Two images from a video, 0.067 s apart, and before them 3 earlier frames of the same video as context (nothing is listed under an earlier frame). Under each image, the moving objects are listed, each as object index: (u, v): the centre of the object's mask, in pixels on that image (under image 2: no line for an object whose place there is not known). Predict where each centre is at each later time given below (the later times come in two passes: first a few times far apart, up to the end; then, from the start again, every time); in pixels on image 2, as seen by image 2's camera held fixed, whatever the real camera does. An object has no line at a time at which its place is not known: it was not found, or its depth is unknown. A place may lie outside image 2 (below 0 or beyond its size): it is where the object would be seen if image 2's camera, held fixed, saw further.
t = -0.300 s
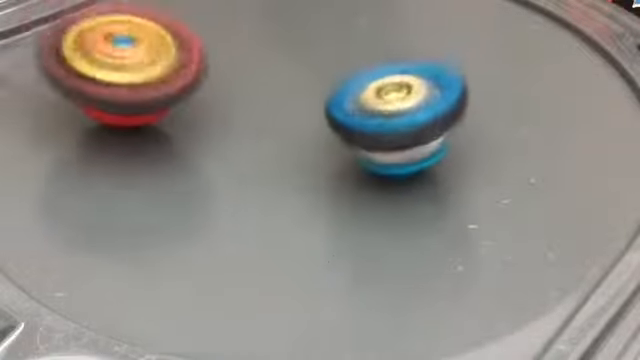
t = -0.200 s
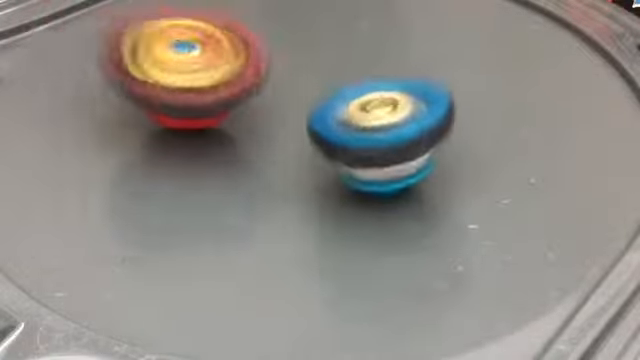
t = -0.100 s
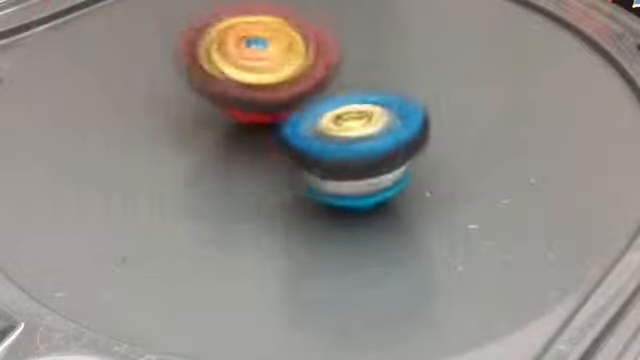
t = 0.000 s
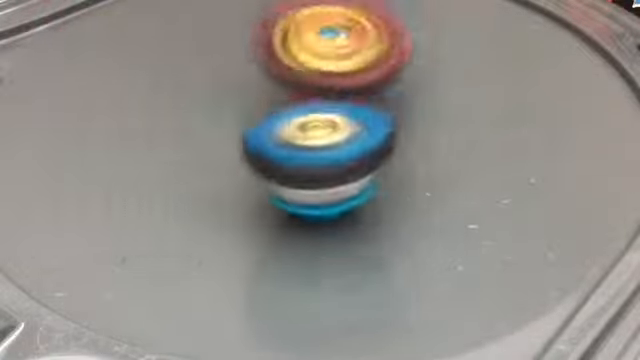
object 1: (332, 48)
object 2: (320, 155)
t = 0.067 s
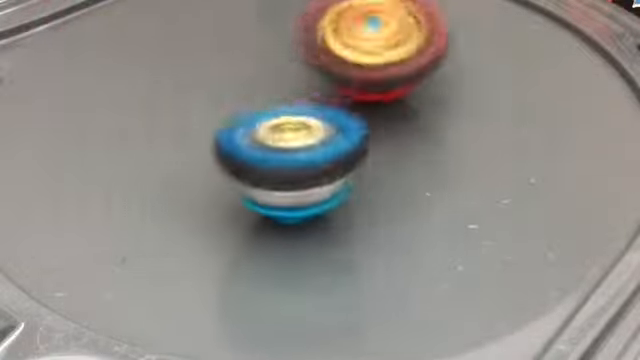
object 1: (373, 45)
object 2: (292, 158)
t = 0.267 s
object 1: (449, 30)
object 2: (218, 148)
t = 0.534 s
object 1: (420, 43)
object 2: (183, 108)
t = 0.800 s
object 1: (325, 132)
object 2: (212, 65)
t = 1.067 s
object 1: (249, 209)
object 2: (284, 50)
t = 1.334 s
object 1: (257, 171)
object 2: (355, 62)
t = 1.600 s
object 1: (155, 87)
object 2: (476, 64)
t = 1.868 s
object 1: (103, 47)
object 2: (487, 90)
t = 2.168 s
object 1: (239, 52)
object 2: (390, 133)
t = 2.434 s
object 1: (353, 21)
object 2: (296, 163)
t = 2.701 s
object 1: (381, 24)
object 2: (216, 117)
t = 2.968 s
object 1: (378, 92)
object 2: (228, 62)
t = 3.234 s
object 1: (324, 193)
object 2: (292, 39)
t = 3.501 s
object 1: (253, 200)
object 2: (360, 49)
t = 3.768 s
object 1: (218, 109)
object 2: (388, 99)
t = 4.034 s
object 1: (230, 34)
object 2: (326, 149)
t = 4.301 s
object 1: (275, 26)
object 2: (219, 148)
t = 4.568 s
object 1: (360, 58)
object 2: (182, 102)
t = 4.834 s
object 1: (430, 134)
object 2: (235, 65)
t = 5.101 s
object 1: (379, 168)
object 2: (322, 61)
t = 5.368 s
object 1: (218, 146)
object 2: (402, 86)
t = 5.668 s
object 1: (133, 77)
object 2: (411, 126)
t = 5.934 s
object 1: (213, 45)
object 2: (324, 146)
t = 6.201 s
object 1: (353, 45)
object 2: (242, 115)
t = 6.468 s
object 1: (461, 72)
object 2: (244, 67)
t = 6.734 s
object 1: (418, 127)
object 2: (300, 48)
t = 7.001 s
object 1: (246, 148)
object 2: (360, 72)
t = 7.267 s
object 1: (135, 106)
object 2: (353, 116)
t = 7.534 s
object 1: (184, 56)
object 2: (287, 142)
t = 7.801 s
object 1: (292, 36)
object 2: (241, 127)
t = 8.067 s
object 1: (404, 49)
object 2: (245, 91)
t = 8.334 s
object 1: (436, 112)
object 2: (297, 74)
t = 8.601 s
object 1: (354, 192)
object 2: (337, 74)
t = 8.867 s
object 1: (209, 173)
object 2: (347, 99)
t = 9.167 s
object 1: (165, 62)
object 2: (346, 111)
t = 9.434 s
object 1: (260, 27)
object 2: (329, 112)
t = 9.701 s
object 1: (402, 35)
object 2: (291, 126)
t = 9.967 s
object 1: (481, 68)
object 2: (256, 130)
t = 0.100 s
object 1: (393, 42)
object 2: (279, 158)
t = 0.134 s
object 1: (409, 39)
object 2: (265, 158)
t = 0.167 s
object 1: (423, 36)
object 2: (251, 156)
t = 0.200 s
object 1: (434, 33)
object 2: (239, 154)
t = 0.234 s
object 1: (443, 32)
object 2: (229, 152)
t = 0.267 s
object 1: (449, 30)
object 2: (218, 148)
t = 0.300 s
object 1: (453, 29)
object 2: (210, 144)
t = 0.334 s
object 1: (453, 29)
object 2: (203, 140)
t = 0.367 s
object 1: (453, 29)
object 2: (197, 135)
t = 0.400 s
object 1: (450, 30)
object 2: (191, 130)
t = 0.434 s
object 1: (443, 32)
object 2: (188, 125)
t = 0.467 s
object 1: (436, 35)
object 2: (185, 119)
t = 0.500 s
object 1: (429, 38)
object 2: (183, 114)
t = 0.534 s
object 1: (420, 43)
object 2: (183, 108)
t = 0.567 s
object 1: (410, 49)
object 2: (184, 102)
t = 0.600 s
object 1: (399, 58)
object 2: (186, 96)
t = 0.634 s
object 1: (388, 69)
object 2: (189, 91)
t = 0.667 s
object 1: (375, 80)
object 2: (192, 84)
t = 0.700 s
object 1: (363, 93)
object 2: (196, 80)
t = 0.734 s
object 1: (350, 105)
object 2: (201, 75)
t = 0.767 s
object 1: (336, 119)
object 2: (206, 70)
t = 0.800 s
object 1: (325, 132)
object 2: (212, 65)
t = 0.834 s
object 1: (309, 146)
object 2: (220, 60)
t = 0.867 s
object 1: (295, 158)
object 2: (228, 57)
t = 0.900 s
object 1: (283, 170)
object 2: (238, 56)
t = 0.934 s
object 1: (272, 180)
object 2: (247, 54)
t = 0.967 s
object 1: (264, 190)
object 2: (257, 53)
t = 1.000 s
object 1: (257, 198)
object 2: (265, 51)
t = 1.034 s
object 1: (251, 205)
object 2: (275, 50)
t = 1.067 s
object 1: (249, 209)
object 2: (284, 50)
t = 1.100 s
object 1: (247, 212)
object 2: (294, 50)
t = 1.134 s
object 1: (246, 212)
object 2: (303, 51)
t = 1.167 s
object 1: (247, 211)
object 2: (313, 51)
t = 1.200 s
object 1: (249, 207)
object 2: (322, 53)
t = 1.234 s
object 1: (252, 201)
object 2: (331, 54)
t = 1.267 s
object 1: (254, 193)
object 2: (340, 57)
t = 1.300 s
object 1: (256, 182)
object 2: (348, 59)
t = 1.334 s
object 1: (257, 171)
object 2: (355, 62)
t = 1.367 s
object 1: (257, 160)
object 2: (364, 66)
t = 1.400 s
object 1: (255, 147)
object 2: (370, 69)
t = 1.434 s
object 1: (250, 133)
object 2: (376, 74)
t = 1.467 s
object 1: (244, 122)
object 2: (383, 78)
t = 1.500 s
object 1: (216, 114)
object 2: (415, 75)
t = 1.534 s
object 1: (193, 104)
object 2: (443, 69)
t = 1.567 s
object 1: (174, 96)
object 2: (463, 66)
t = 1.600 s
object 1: (155, 87)
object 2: (476, 64)
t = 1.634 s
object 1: (140, 79)
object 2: (483, 64)
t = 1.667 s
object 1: (127, 72)
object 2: (488, 65)
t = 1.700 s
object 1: (117, 67)
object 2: (492, 68)
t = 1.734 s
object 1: (110, 60)
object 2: (494, 72)
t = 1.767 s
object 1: (102, 53)
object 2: (495, 76)
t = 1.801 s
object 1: (100, 50)
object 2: (494, 80)
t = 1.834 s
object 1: (99, 49)
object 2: (491, 85)
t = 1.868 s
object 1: (103, 47)
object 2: (487, 90)
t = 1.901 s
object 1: (108, 46)
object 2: (481, 96)
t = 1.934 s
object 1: (115, 47)
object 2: (474, 101)
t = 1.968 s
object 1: (126, 48)
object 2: (465, 107)
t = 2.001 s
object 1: (141, 49)
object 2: (456, 112)
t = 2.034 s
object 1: (157, 49)
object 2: (444, 117)
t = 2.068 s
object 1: (176, 51)
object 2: (432, 122)
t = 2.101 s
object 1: (195, 52)
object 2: (418, 126)
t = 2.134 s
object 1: (217, 52)
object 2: (404, 129)
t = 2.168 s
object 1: (239, 52)
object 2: (390, 133)
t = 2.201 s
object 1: (264, 53)
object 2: (373, 134)
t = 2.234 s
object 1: (286, 48)
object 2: (362, 141)
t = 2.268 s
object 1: (301, 41)
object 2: (354, 154)
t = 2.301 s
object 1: (314, 36)
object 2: (346, 163)
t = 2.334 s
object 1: (326, 31)
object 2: (335, 166)
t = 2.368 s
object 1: (335, 27)
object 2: (324, 167)
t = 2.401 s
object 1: (345, 24)
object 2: (310, 165)
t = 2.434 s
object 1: (353, 21)
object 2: (296, 163)
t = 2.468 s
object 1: (358, 19)
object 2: (282, 160)
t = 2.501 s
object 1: (365, 17)
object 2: (269, 156)
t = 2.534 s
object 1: (368, 17)
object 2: (256, 151)
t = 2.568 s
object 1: (373, 17)
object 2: (244, 145)
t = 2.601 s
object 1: (377, 18)
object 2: (235, 139)
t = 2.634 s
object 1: (376, 19)
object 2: (227, 131)
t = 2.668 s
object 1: (380, 21)
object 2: (220, 125)
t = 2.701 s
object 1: (381, 24)
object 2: (216, 117)
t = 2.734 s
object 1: (381, 28)
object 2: (213, 108)
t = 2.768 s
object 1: (383, 32)
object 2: (212, 101)
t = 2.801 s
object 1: (382, 37)
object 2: (211, 94)
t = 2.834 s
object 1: (382, 44)
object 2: (212, 87)
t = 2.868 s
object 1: (384, 52)
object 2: (215, 80)
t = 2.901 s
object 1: (382, 63)
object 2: (218, 73)
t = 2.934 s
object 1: (381, 78)
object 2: (223, 67)
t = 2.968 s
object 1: (378, 92)
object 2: (228, 62)
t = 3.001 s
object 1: (373, 107)
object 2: (234, 55)
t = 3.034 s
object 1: (369, 121)
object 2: (241, 51)
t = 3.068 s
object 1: (362, 135)
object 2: (248, 47)
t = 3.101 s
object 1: (354, 148)
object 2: (256, 44)
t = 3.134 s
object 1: (348, 162)
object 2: (265, 42)
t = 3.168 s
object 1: (340, 174)
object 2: (274, 40)
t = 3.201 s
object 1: (330, 185)
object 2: (283, 39)
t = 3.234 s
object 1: (324, 193)
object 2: (292, 39)
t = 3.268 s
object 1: (314, 201)
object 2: (301, 38)
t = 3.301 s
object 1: (305, 208)
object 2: (309, 39)
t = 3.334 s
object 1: (297, 210)
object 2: (318, 39)
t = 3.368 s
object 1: (286, 213)
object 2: (327, 40)
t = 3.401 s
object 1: (277, 212)
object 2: (335, 42)
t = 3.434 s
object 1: (269, 209)
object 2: (344, 43)
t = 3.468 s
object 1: (258, 205)
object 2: (351, 46)
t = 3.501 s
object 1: (253, 200)
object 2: (360, 49)
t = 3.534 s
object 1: (244, 191)
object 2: (367, 55)
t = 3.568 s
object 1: (240, 180)
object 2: (374, 60)
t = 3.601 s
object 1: (235, 170)
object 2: (379, 66)
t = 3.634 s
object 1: (229, 159)
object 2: (383, 71)
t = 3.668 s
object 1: (225, 147)
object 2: (387, 77)
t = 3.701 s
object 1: (220, 134)
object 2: (388, 84)
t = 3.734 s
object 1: (218, 121)
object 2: (389, 91)
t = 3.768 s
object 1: (218, 109)
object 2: (388, 99)
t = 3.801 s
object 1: (216, 95)
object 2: (385, 106)
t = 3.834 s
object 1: (215, 82)
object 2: (381, 113)
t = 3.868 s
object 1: (214, 69)
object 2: (376, 119)
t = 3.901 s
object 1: (217, 59)
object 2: (368, 127)
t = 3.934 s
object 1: (220, 49)
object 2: (359, 133)
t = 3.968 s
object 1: (223, 43)
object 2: (350, 139)
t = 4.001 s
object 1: (228, 38)
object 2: (339, 144)
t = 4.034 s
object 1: (230, 34)
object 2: (326, 149)
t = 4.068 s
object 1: (236, 31)
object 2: (311, 152)
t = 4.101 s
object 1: (239, 28)
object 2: (297, 155)
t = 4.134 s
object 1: (244, 26)
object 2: (283, 156)
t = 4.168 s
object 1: (249, 24)
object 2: (270, 156)
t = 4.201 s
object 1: (253, 24)
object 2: (256, 154)
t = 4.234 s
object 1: (261, 24)
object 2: (242, 153)
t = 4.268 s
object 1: (265, 24)
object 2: (231, 151)
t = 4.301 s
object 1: (275, 26)
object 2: (219, 148)
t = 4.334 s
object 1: (283, 27)
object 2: (209, 143)
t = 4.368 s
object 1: (293, 30)
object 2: (199, 139)
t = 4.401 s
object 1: (303, 33)
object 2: (191, 133)
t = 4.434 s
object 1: (312, 36)
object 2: (186, 127)
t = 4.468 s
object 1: (326, 40)
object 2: (182, 121)
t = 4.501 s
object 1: (338, 45)
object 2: (181, 115)
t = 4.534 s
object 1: (349, 51)
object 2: (181, 109)
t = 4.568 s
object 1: (360, 58)
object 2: (182, 102)
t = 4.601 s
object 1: (371, 67)
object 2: (184, 96)
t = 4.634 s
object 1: (383, 76)
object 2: (187, 90)
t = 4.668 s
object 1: (394, 86)
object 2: (192, 84)
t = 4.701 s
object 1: (404, 97)
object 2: (199, 80)
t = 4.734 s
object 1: (413, 106)
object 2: (207, 76)
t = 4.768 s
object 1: (420, 116)
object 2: (215, 72)
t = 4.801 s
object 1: (427, 125)
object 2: (227, 68)
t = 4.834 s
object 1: (430, 134)
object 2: (235, 65)
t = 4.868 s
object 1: (434, 141)
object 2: (245, 62)
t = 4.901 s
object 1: (433, 148)
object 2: (255, 60)
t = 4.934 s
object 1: (431, 153)
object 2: (266, 59)
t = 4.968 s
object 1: (425, 158)
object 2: (278, 59)
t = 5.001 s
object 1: (414, 162)
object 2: (290, 60)
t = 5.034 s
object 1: (404, 166)
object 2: (302, 61)
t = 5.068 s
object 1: (391, 168)
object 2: (312, 61)
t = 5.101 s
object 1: (379, 168)
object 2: (322, 61)
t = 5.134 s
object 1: (362, 168)
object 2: (332, 60)
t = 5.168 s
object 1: (346, 168)
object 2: (342, 62)
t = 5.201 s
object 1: (330, 165)
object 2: (352, 65)
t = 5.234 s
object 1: (311, 161)
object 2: (363, 68)
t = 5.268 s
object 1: (294, 157)
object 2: (372, 74)
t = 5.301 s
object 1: (267, 155)
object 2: (383, 80)
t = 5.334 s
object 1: (243, 151)
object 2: (394, 83)
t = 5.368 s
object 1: (218, 146)
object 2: (402, 86)
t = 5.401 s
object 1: (199, 139)
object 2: (408, 88)
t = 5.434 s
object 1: (181, 132)
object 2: (414, 92)
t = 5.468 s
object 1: (168, 124)
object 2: (418, 97)
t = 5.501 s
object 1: (156, 117)
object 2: (421, 101)
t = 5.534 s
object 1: (146, 108)
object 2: (422, 106)
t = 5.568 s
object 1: (139, 100)
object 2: (421, 110)
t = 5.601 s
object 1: (135, 93)
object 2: (420, 115)
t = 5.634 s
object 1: (133, 85)
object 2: (416, 121)
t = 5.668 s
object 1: (133, 77)
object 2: (411, 126)
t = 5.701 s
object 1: (137, 71)
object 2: (404, 131)
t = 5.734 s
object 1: (142, 64)
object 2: (395, 135)
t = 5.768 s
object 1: (150, 58)
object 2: (386, 139)
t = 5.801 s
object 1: (158, 54)
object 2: (374, 143)
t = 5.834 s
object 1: (171, 51)
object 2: (362, 146)
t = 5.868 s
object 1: (183, 48)
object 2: (349, 147)
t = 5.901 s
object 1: (198, 46)
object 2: (338, 147)
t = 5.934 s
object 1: (213, 45)
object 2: (324, 146)
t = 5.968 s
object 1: (231, 43)
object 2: (309, 145)
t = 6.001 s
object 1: (245, 42)
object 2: (296, 142)
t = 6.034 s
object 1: (263, 41)
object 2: (283, 139)
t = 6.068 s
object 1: (281, 40)
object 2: (273, 136)
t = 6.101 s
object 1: (300, 40)
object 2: (264, 131)
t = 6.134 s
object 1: (318, 41)
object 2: (255, 126)
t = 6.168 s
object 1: (336, 44)
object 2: (247, 121)
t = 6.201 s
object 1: (353, 45)
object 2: (242, 115)
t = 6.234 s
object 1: (370, 46)
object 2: (238, 108)
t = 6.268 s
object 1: (386, 48)
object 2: (234, 102)
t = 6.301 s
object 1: (402, 50)
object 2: (232, 96)
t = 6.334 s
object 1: (417, 53)
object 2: (232, 89)
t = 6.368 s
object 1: (432, 57)
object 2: (233, 83)
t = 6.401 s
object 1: (445, 61)
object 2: (235, 77)
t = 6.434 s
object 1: (454, 67)
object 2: (239, 72)
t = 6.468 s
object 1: (461, 72)
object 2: (244, 67)
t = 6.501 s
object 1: (465, 78)
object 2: (249, 62)
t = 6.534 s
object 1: (466, 84)
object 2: (255, 57)
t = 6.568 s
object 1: (465, 91)
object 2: (261, 55)
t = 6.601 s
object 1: (461, 97)
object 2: (269, 53)
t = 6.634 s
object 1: (454, 106)
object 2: (278, 51)
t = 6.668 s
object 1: (445, 113)
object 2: (286, 49)
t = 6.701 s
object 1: (434, 121)
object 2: (293, 49)
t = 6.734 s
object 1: (418, 127)
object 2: (300, 48)
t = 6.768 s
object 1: (401, 133)
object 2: (308, 47)
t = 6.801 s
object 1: (380, 138)
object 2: (316, 47)
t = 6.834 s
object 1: (359, 143)
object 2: (324, 46)
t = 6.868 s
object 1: (337, 146)
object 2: (333, 49)
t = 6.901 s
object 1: (316, 147)
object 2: (341, 51)
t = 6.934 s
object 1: (292, 149)
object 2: (349, 55)
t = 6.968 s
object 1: (269, 148)
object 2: (355, 63)
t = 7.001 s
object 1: (246, 148)
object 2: (360, 72)
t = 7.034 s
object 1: (224, 145)
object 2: (362, 77)
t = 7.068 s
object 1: (204, 141)
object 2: (363, 82)
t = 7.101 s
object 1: (185, 136)
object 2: (364, 87)
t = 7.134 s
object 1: (170, 130)
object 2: (366, 94)
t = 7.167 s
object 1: (157, 124)
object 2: (365, 99)
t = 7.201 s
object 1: (146, 119)
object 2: (362, 105)
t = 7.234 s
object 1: (139, 112)
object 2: (358, 111)
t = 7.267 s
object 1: (135, 106)
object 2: (353, 116)
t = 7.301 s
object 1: (132, 99)
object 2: (345, 121)
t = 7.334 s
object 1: (134, 94)
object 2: (337, 126)
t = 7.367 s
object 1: (138, 88)
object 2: (331, 130)
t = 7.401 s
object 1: (144, 82)
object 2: (322, 133)
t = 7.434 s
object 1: (152, 77)
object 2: (311, 136)
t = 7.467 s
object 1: (162, 71)
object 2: (301, 136)
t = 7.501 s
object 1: (173, 65)
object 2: (292, 138)
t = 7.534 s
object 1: (184, 56)
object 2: (287, 142)
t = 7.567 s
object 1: (194, 51)
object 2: (282, 145)
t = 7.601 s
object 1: (205, 46)
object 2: (277, 143)
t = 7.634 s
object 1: (220, 42)
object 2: (271, 142)
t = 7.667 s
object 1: (233, 40)
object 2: (263, 140)
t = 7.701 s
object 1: (247, 36)
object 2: (256, 137)
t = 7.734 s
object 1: (261, 36)
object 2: (249, 134)
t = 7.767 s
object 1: (276, 36)
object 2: (246, 131)
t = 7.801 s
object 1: (292, 36)
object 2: (241, 127)
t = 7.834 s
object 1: (307, 37)
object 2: (237, 123)
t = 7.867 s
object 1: (322, 37)
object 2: (236, 118)
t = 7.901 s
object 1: (336, 38)
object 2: (234, 114)
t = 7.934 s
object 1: (351, 38)
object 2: (234, 109)
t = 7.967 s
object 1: (366, 41)
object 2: (235, 104)
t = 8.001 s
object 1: (380, 43)
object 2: (237, 100)
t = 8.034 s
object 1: (393, 46)
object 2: (241, 95)
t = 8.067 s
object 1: (404, 49)
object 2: (245, 91)
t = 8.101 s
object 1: (414, 53)
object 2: (250, 87)
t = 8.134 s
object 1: (423, 59)
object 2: (255, 84)
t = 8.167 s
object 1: (431, 68)
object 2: (263, 82)
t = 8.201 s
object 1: (435, 76)
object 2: (269, 80)
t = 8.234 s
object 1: (438, 85)
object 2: (277, 78)
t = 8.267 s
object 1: (439, 93)
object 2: (284, 76)
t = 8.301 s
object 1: (438, 103)
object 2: (290, 75)
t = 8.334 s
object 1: (436, 112)
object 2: (297, 74)
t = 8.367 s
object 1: (433, 123)
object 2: (303, 74)
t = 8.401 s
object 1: (427, 132)
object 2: (310, 73)
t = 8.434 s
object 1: (420, 142)
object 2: (315, 72)
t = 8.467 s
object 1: (409, 152)
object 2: (321, 72)
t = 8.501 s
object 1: (397, 165)
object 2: (325, 71)
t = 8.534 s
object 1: (386, 175)
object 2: (329, 71)
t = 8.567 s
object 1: (372, 184)
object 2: (333, 72)
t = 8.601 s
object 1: (354, 192)
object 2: (337, 74)
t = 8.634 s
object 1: (337, 199)
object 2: (340, 78)
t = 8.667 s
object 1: (317, 202)
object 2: (344, 80)
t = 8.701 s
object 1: (299, 203)
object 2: (346, 83)
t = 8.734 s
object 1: (278, 201)
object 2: (347, 86)
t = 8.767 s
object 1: (257, 196)
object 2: (349, 89)
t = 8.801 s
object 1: (238, 191)
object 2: (348, 92)
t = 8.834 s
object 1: (223, 183)
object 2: (348, 96)
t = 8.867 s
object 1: (209, 173)
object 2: (347, 99)
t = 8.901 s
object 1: (195, 162)
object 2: (345, 101)
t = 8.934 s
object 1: (185, 151)
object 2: (342, 104)
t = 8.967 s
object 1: (179, 138)
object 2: (338, 107)
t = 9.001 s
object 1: (173, 127)
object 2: (339, 109)
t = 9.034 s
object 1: (166, 114)
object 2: (347, 109)
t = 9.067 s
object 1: (162, 102)
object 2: (349, 109)
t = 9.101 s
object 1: (160, 86)
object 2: (349, 110)
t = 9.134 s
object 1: (158, 72)
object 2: (348, 110)
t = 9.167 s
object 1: (165, 62)
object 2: (346, 111)
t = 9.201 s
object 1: (174, 53)
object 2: (345, 112)
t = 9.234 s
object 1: (182, 45)
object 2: (342, 113)
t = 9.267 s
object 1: (193, 40)
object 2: (340, 113)
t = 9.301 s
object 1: (203, 36)
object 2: (339, 114)
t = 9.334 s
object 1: (219, 32)
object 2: (337, 113)
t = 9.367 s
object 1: (233, 31)
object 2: (333, 113)
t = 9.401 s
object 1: (247, 29)
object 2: (330, 112)
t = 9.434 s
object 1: (260, 27)
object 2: (329, 112)
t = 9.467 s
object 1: (275, 26)
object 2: (327, 110)
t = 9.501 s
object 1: (291, 25)
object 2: (325, 109)
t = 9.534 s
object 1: (306, 24)
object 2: (323, 107)
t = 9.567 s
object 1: (323, 25)
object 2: (323, 106)
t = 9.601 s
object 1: (339, 25)
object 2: (322, 104)
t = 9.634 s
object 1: (359, 28)
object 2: (315, 107)
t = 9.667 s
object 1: (381, 31)
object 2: (301, 118)
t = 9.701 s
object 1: (402, 35)
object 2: (291, 126)
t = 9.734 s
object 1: (413, 33)
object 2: (285, 130)
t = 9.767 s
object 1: (432, 35)
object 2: (281, 132)
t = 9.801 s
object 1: (443, 39)
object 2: (276, 133)
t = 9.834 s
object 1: (457, 41)
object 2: (271, 134)
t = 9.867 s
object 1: (469, 46)
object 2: (268, 133)
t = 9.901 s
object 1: (473, 52)
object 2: (263, 132)
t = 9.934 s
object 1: (479, 59)
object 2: (259, 131)
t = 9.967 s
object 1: (481, 68)
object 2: (256, 130)
